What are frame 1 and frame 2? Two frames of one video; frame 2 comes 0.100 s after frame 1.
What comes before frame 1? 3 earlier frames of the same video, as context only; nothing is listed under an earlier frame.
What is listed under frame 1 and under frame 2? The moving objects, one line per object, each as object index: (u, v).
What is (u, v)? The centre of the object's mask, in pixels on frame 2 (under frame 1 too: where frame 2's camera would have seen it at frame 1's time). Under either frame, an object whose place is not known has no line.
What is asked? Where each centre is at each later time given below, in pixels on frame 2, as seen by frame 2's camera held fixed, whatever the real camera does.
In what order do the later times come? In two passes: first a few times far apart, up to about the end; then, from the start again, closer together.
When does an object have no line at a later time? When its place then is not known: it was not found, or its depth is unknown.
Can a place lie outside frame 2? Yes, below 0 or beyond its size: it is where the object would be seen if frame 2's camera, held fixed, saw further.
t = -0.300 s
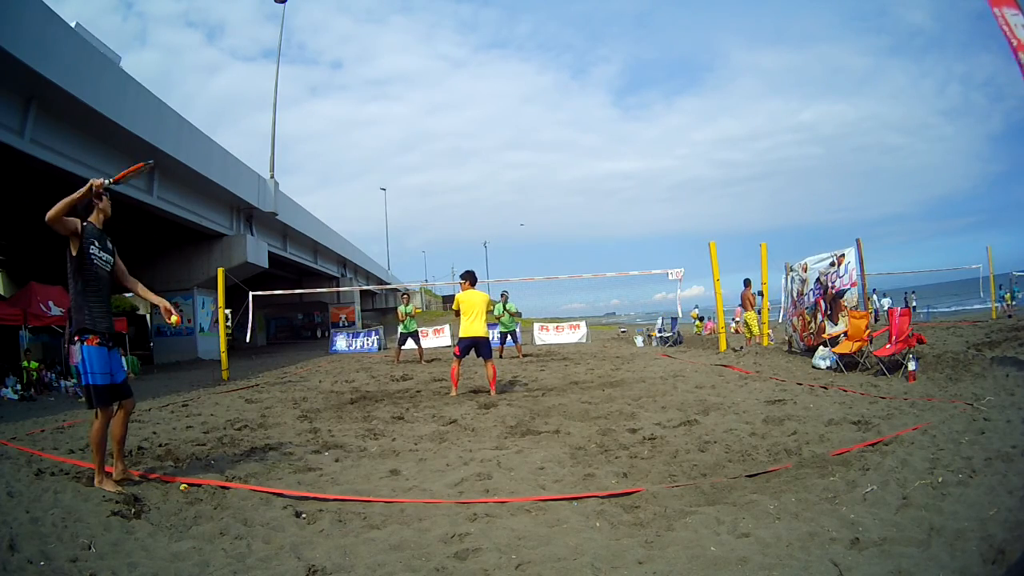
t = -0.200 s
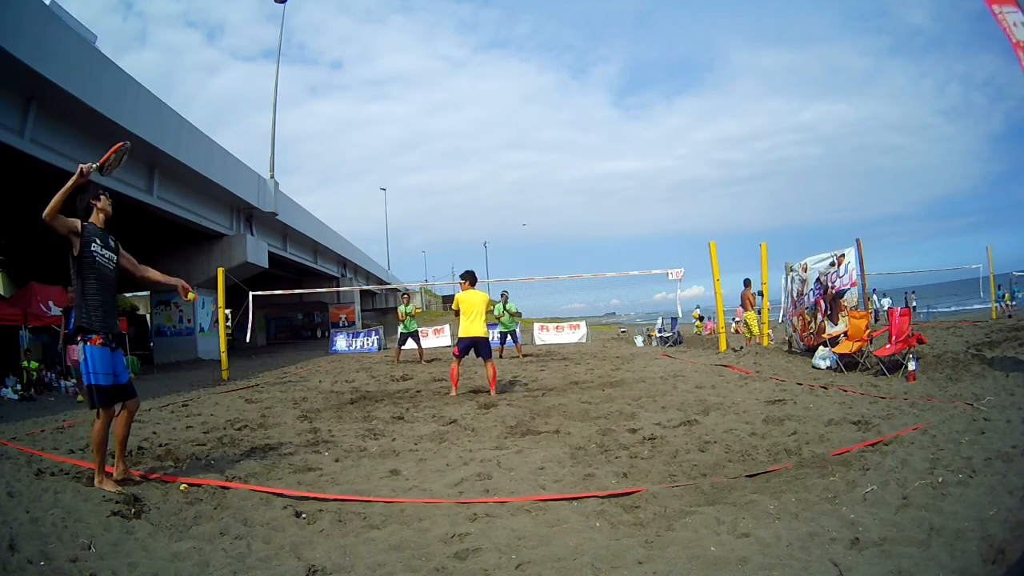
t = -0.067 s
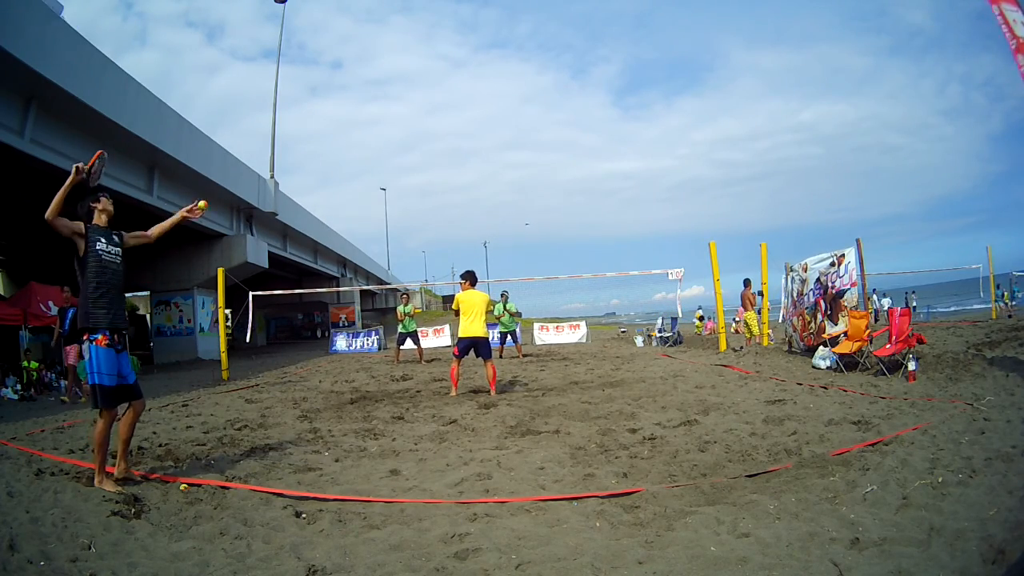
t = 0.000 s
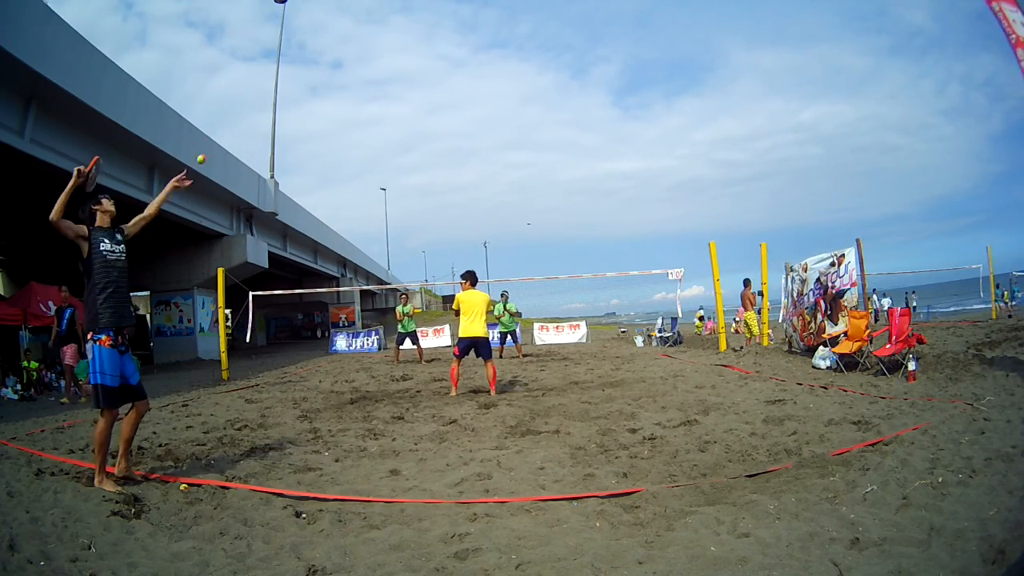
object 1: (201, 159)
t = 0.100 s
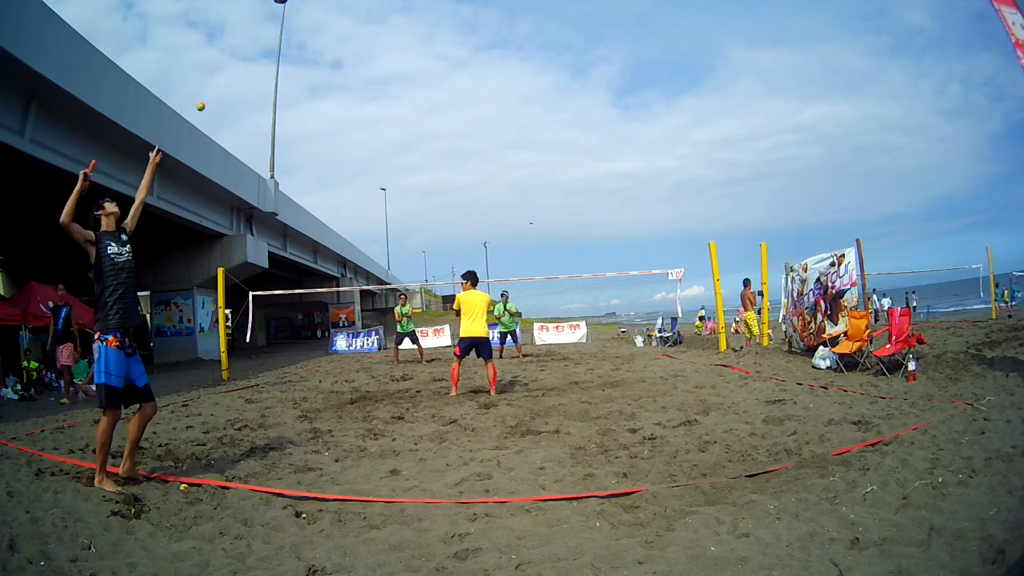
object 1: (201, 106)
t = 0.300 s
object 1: (199, 49)
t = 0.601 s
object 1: (182, 55)
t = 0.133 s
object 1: (201, 93)
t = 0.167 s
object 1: (201, 80)
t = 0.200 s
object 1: (200, 71)
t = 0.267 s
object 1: (199, 54)
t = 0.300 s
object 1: (199, 49)
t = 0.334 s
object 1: (198, 44)
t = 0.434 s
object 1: (194, 39)
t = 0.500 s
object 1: (190, 42)
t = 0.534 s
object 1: (187, 45)
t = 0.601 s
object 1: (182, 55)
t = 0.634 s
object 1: (179, 63)
